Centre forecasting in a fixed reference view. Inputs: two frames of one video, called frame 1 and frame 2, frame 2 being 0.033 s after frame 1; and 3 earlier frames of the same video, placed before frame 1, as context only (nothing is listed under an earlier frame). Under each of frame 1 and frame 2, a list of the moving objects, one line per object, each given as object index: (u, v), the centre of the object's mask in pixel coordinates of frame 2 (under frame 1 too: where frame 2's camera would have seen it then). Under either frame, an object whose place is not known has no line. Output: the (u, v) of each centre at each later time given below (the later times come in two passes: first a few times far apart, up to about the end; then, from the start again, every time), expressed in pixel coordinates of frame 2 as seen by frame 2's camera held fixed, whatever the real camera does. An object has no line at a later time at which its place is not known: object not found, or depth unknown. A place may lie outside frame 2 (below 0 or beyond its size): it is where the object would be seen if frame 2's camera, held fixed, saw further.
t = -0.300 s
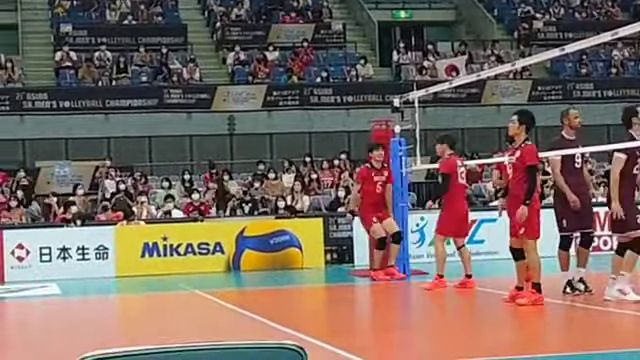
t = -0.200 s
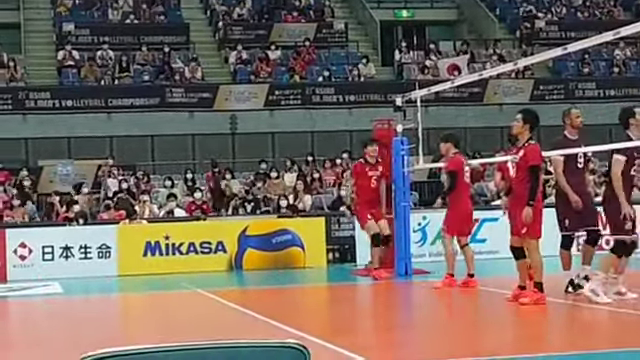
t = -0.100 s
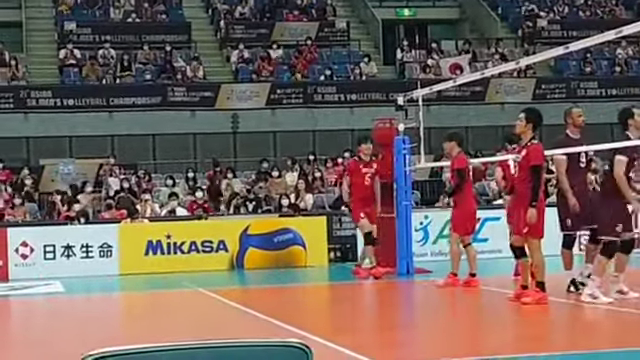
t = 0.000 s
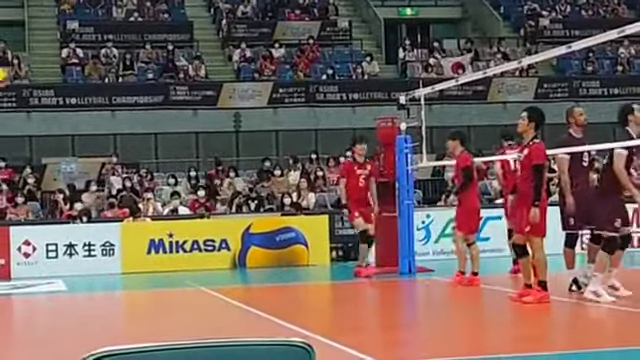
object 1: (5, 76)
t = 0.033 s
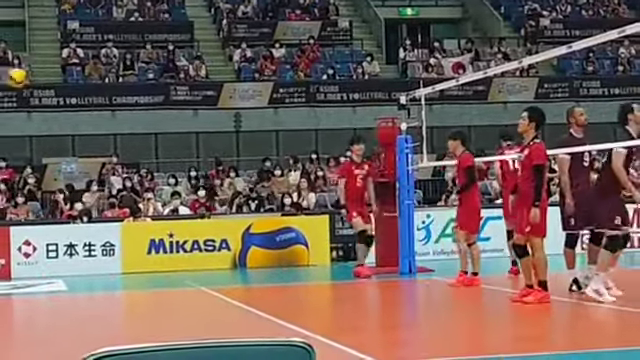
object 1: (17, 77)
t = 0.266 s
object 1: (141, 104)
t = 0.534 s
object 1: (274, 186)
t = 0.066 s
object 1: (35, 78)
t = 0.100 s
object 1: (53, 80)
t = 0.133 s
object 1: (71, 84)
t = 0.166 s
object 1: (89, 87)
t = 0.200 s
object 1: (106, 92)
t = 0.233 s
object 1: (123, 98)
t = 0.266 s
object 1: (141, 104)
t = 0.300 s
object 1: (158, 112)
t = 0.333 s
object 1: (174, 119)
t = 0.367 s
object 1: (191, 129)
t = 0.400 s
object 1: (208, 139)
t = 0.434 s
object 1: (224, 150)
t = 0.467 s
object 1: (241, 161)
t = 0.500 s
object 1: (258, 173)
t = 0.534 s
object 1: (274, 186)
